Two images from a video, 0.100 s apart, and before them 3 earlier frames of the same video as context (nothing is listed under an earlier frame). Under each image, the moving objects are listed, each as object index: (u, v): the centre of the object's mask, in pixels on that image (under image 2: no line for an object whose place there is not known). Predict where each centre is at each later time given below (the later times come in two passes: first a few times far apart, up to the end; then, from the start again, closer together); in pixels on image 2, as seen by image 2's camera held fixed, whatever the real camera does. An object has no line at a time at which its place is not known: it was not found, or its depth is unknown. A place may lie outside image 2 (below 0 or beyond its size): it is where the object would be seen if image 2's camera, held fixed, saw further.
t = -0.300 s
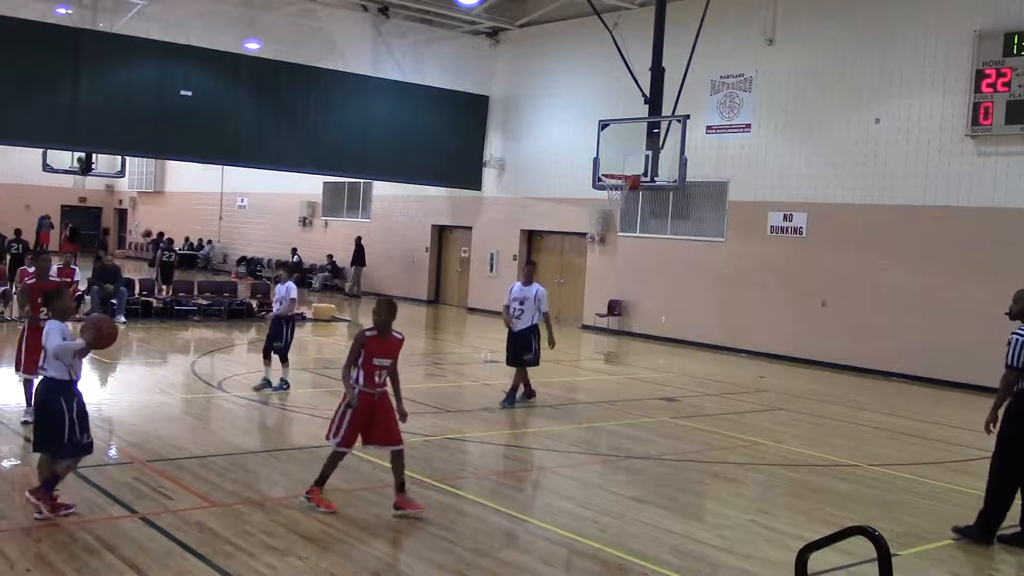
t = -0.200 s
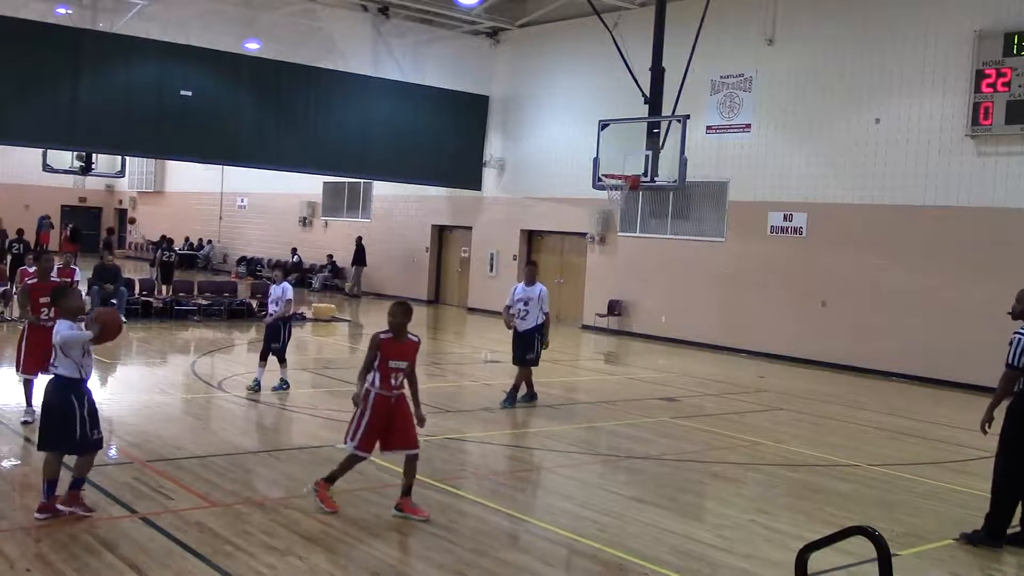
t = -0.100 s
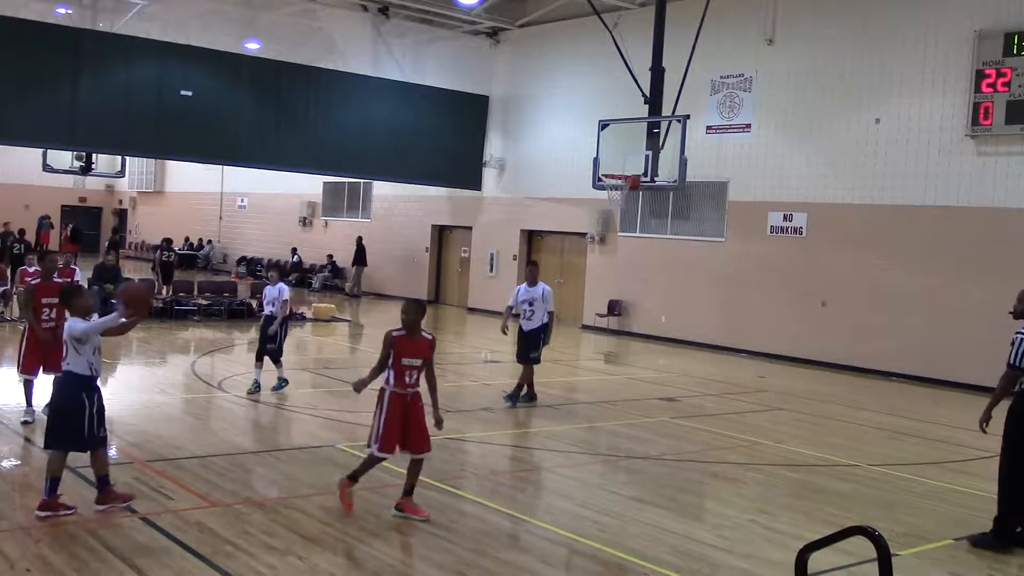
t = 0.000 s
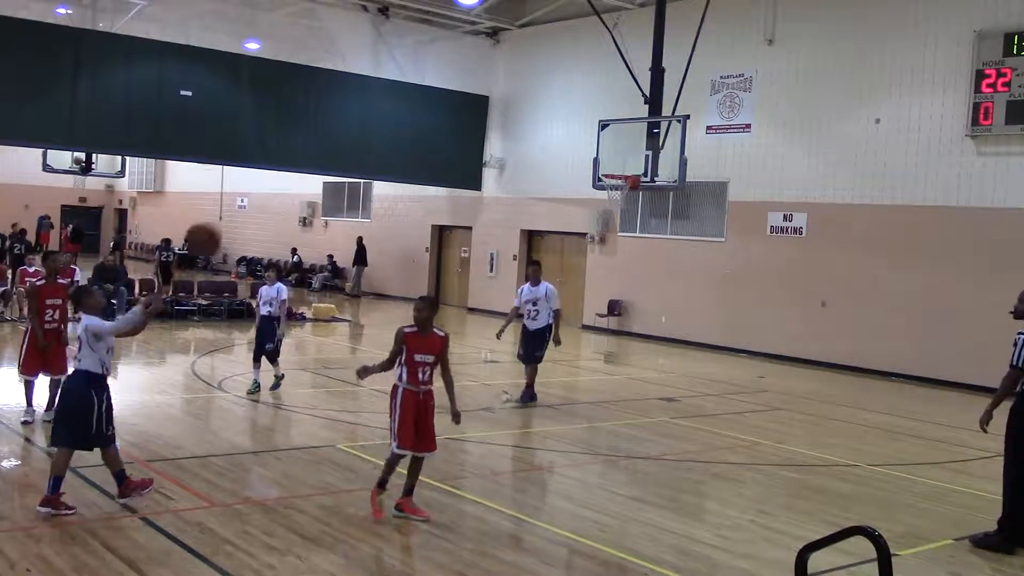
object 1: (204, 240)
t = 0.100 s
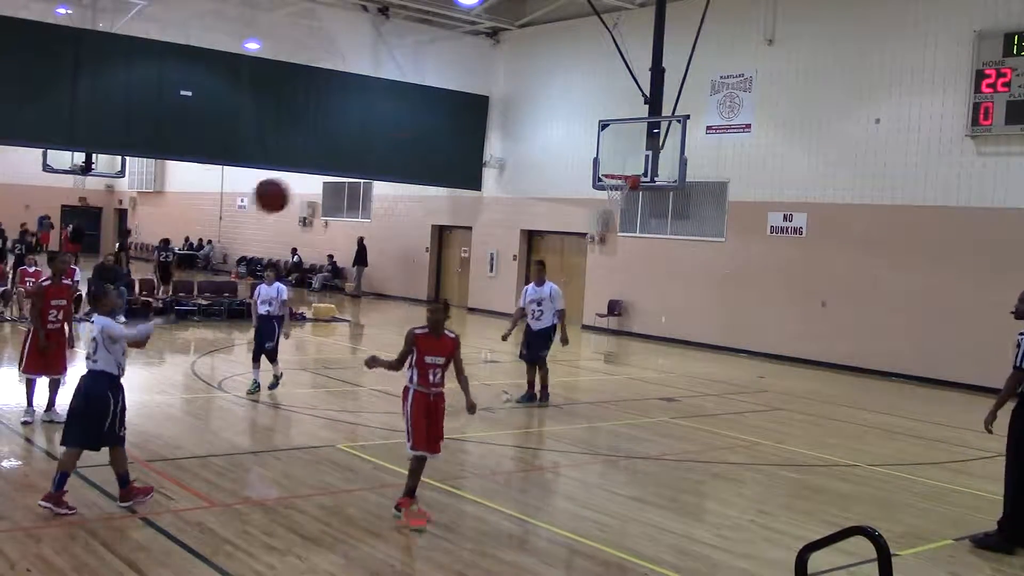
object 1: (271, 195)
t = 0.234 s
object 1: (359, 157)
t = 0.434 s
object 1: (486, 151)
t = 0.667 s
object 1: (621, 213)
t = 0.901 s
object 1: (747, 345)
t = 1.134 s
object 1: (856, 516)
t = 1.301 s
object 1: (895, 420)
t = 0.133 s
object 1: (294, 185)
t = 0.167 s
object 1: (317, 173)
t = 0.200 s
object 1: (339, 167)
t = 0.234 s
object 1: (359, 157)
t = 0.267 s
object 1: (382, 153)
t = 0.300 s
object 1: (402, 150)
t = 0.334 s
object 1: (424, 149)
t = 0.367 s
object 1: (445, 149)
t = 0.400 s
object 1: (466, 146)
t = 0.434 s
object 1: (486, 151)
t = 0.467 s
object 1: (505, 156)
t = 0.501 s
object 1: (526, 161)
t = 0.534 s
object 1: (546, 168)
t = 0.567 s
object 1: (565, 177)
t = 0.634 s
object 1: (602, 201)
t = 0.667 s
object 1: (621, 213)
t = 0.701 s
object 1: (640, 229)
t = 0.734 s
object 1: (659, 244)
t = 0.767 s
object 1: (677, 261)
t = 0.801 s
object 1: (695, 280)
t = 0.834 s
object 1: (712, 300)
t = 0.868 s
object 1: (730, 323)
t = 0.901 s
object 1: (747, 345)
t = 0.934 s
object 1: (764, 371)
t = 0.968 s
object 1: (780, 395)
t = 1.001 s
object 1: (798, 424)
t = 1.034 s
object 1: (814, 452)
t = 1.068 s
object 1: (830, 482)
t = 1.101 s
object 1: (845, 512)
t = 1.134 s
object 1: (856, 516)
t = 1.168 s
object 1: (865, 496)
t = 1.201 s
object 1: (872, 475)
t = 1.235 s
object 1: (880, 455)
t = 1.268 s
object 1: (887, 437)
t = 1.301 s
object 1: (895, 420)
